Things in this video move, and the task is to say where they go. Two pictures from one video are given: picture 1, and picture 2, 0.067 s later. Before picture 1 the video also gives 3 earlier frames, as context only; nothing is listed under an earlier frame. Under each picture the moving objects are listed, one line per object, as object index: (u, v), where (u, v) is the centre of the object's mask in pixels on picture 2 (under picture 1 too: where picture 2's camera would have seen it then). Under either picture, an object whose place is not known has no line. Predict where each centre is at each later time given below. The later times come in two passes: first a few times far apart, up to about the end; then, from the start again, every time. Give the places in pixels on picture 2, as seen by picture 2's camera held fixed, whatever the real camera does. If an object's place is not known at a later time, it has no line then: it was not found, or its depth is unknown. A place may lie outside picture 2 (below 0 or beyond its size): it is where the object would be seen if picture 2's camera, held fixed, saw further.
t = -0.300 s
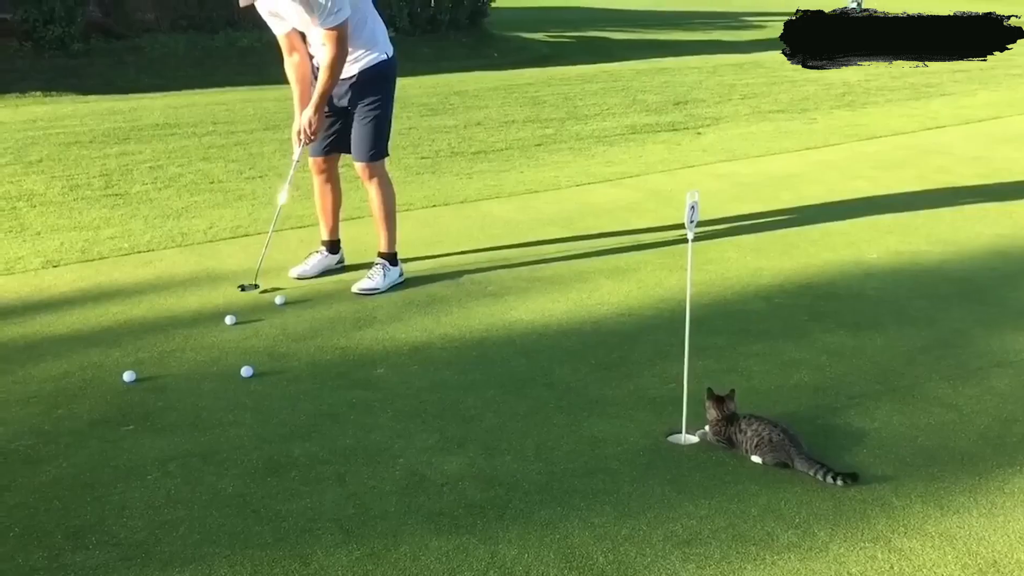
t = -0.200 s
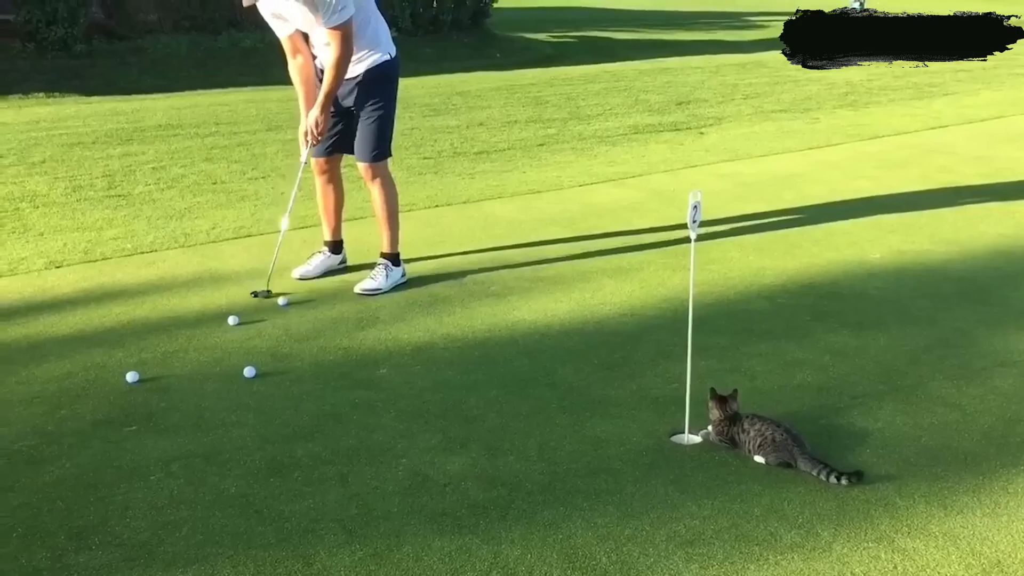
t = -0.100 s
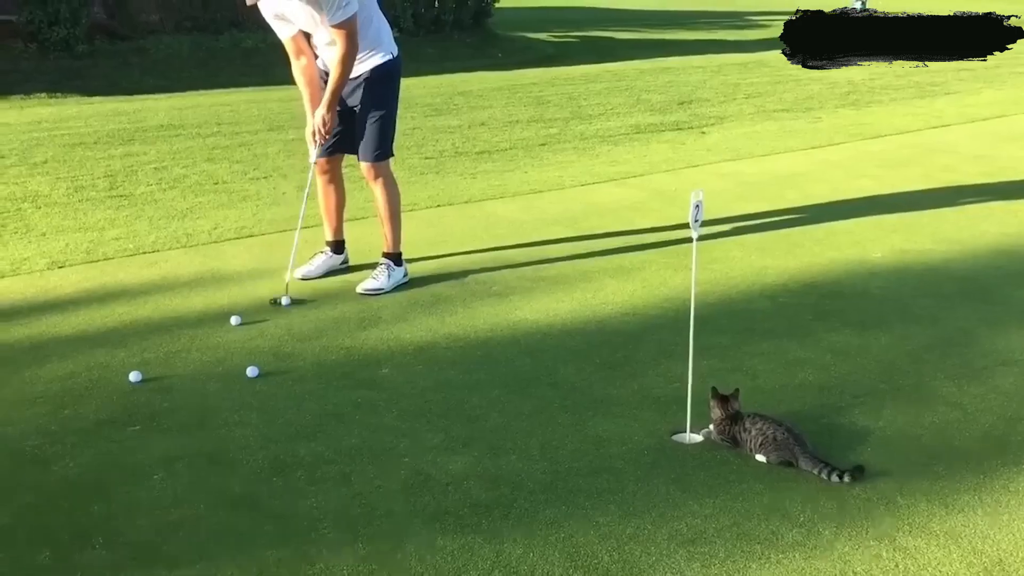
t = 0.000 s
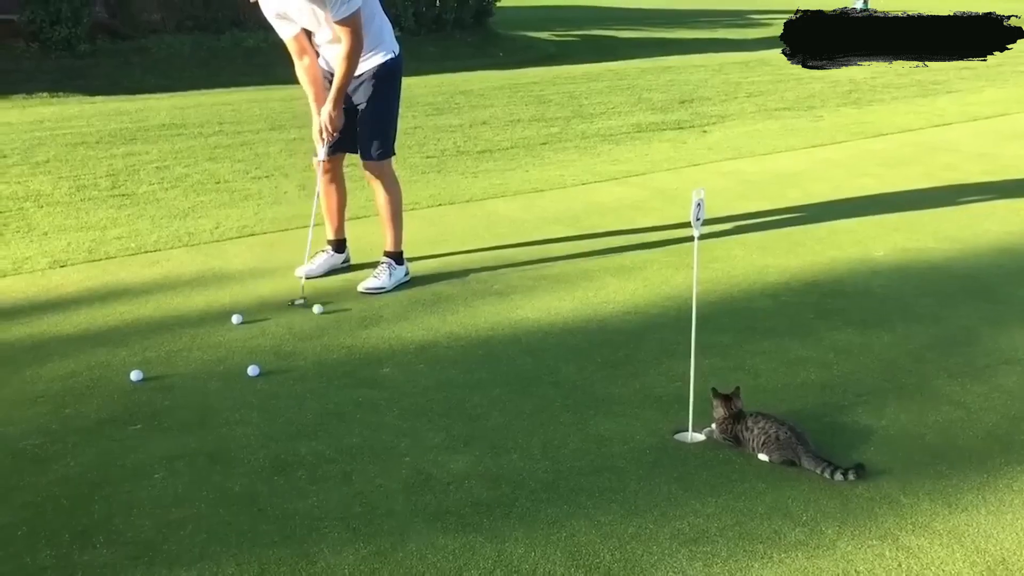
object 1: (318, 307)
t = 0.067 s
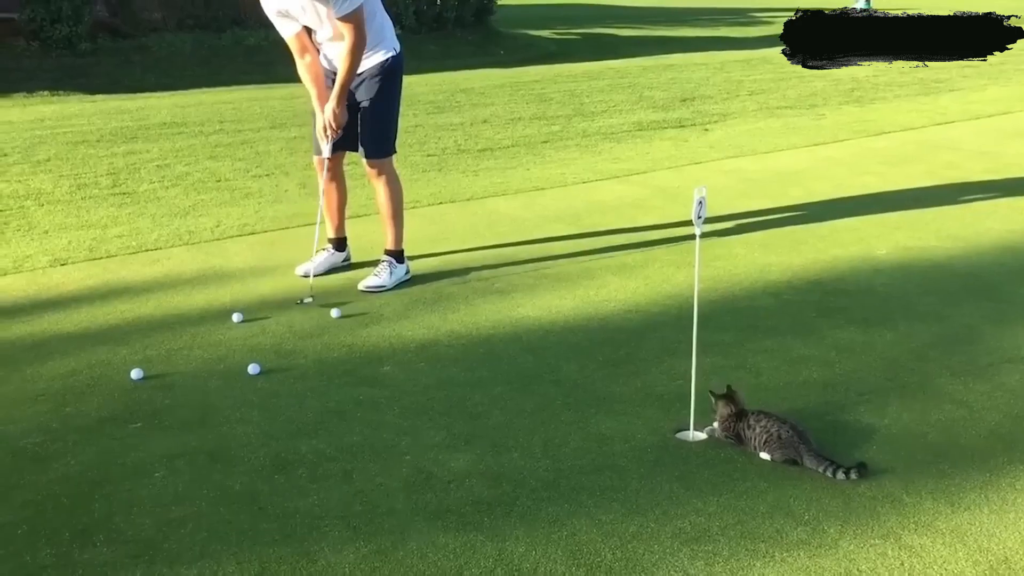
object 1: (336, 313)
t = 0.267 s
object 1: (386, 330)
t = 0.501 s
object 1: (444, 349)
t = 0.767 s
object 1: (510, 371)
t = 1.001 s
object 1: (564, 391)
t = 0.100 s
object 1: (344, 315)
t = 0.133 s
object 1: (353, 319)
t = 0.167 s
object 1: (361, 321)
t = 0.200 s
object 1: (369, 324)
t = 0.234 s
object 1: (378, 326)
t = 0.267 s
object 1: (386, 330)
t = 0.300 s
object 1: (395, 332)
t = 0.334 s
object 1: (403, 335)
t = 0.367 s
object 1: (411, 338)
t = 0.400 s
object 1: (420, 341)
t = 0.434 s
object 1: (428, 344)
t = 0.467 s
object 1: (436, 346)
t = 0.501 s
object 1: (444, 349)
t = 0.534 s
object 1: (453, 352)
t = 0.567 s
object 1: (461, 355)
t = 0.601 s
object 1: (469, 357)
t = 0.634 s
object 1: (478, 360)
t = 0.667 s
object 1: (486, 363)
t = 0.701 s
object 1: (494, 365)
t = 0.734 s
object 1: (502, 368)
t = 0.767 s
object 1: (510, 371)
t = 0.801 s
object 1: (518, 373)
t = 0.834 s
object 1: (525, 377)
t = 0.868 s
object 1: (533, 380)
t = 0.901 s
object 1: (541, 382)
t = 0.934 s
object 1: (549, 385)
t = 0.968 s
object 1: (556, 388)
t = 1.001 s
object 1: (564, 391)
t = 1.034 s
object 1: (572, 394)
